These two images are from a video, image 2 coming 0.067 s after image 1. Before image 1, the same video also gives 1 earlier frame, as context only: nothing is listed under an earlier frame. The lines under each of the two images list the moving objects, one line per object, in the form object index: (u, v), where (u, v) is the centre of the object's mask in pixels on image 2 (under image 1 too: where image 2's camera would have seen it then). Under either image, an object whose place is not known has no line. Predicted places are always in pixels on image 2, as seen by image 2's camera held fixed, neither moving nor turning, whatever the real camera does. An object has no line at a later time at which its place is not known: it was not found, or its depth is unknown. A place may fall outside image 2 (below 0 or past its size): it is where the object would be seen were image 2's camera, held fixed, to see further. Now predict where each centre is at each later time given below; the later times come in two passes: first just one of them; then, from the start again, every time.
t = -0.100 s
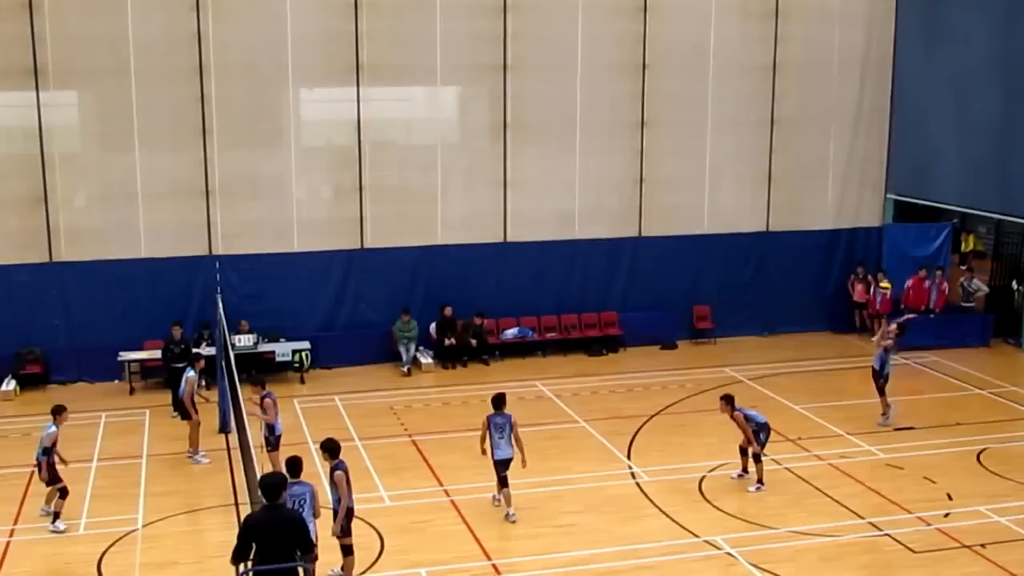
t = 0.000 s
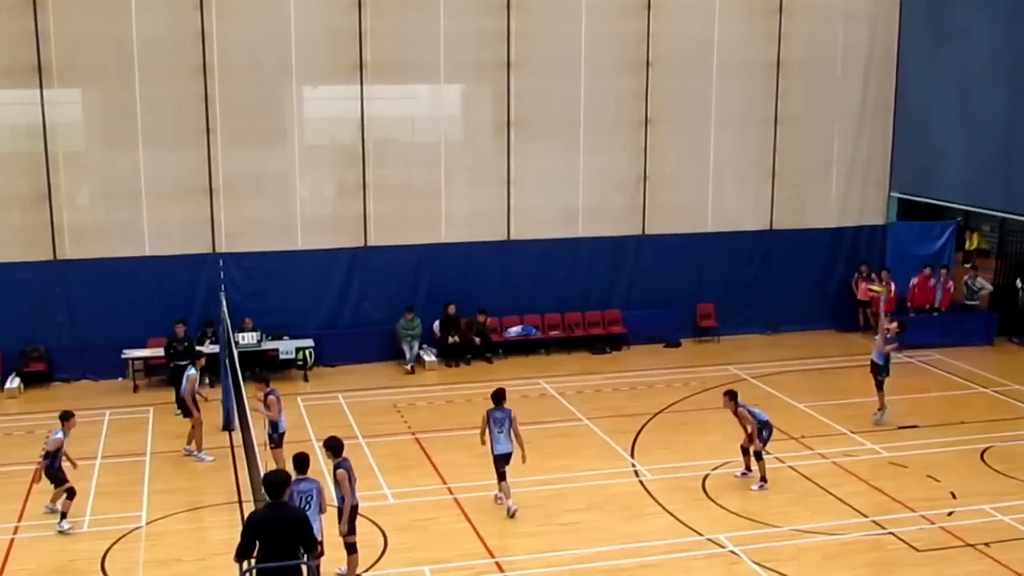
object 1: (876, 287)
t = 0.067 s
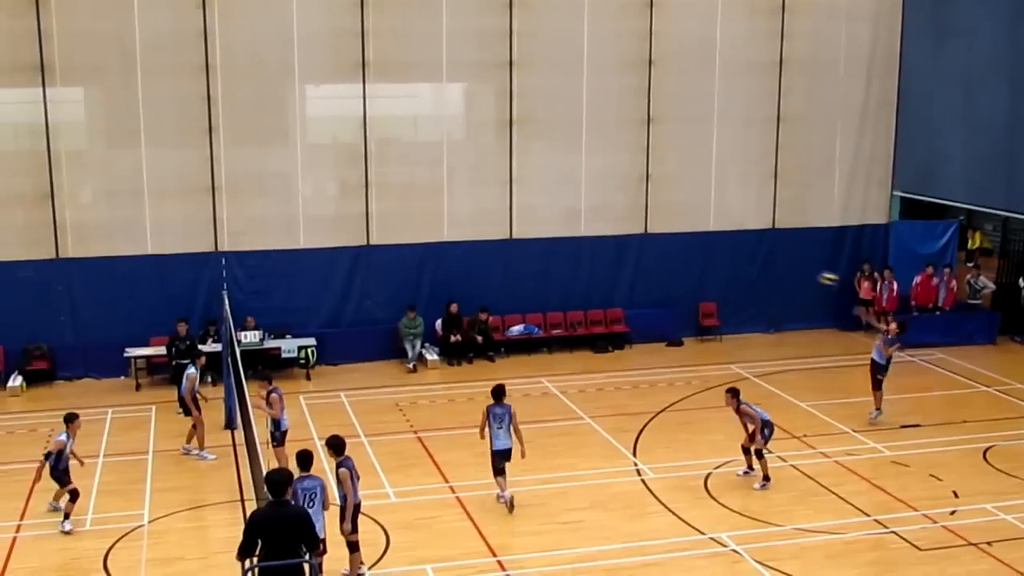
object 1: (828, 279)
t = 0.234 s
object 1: (693, 262)
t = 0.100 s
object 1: (802, 274)
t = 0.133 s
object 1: (779, 271)
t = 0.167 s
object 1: (750, 267)
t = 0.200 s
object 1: (722, 264)
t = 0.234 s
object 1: (693, 262)
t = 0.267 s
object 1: (665, 260)
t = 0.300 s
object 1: (636, 259)
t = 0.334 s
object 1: (606, 257)
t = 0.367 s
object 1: (575, 258)
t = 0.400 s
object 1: (545, 257)
